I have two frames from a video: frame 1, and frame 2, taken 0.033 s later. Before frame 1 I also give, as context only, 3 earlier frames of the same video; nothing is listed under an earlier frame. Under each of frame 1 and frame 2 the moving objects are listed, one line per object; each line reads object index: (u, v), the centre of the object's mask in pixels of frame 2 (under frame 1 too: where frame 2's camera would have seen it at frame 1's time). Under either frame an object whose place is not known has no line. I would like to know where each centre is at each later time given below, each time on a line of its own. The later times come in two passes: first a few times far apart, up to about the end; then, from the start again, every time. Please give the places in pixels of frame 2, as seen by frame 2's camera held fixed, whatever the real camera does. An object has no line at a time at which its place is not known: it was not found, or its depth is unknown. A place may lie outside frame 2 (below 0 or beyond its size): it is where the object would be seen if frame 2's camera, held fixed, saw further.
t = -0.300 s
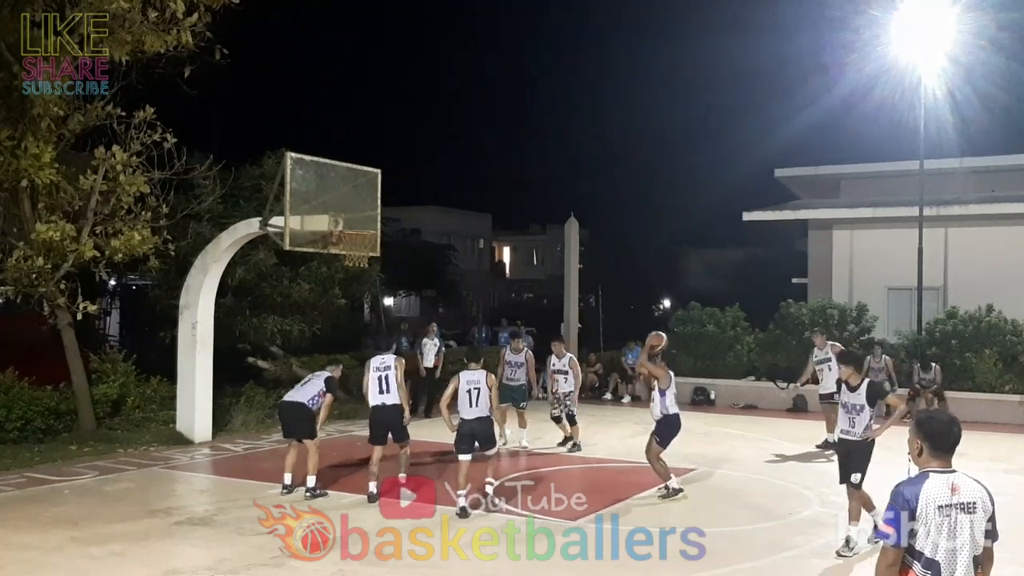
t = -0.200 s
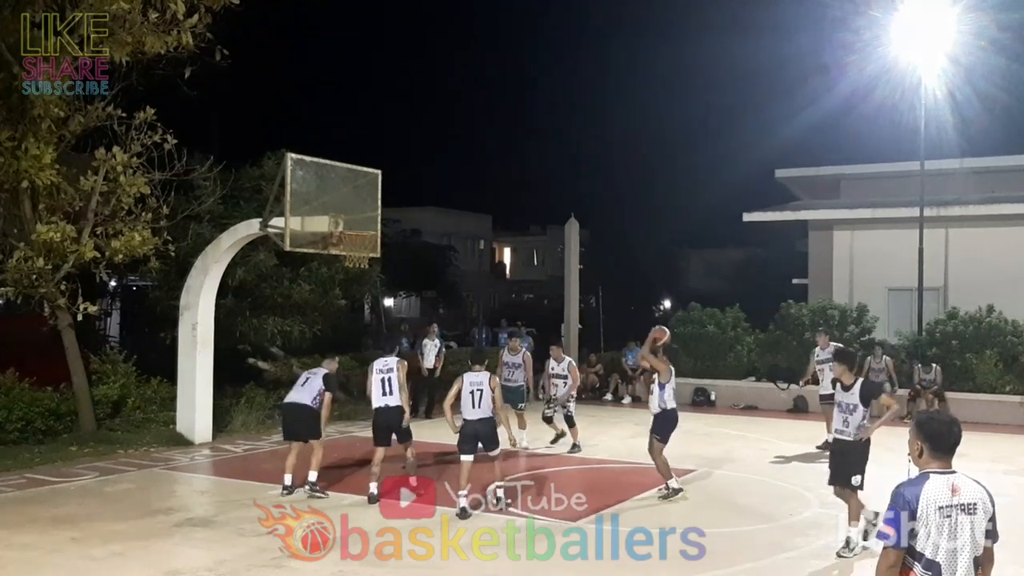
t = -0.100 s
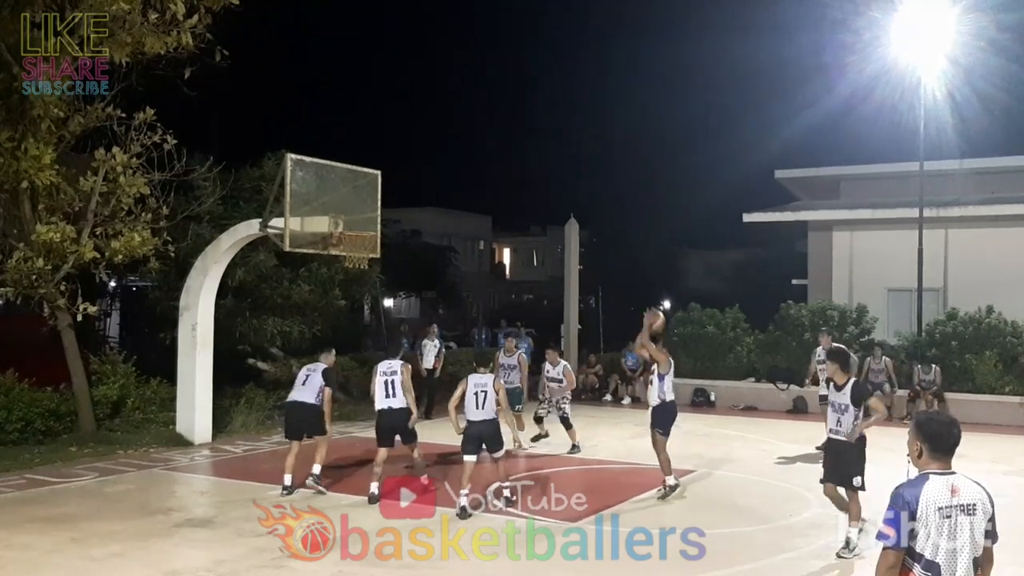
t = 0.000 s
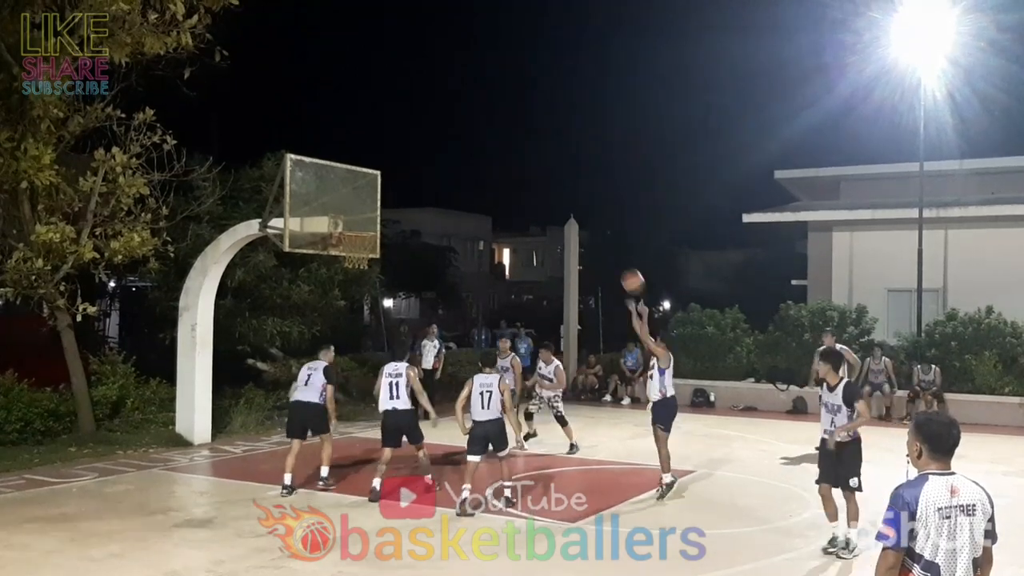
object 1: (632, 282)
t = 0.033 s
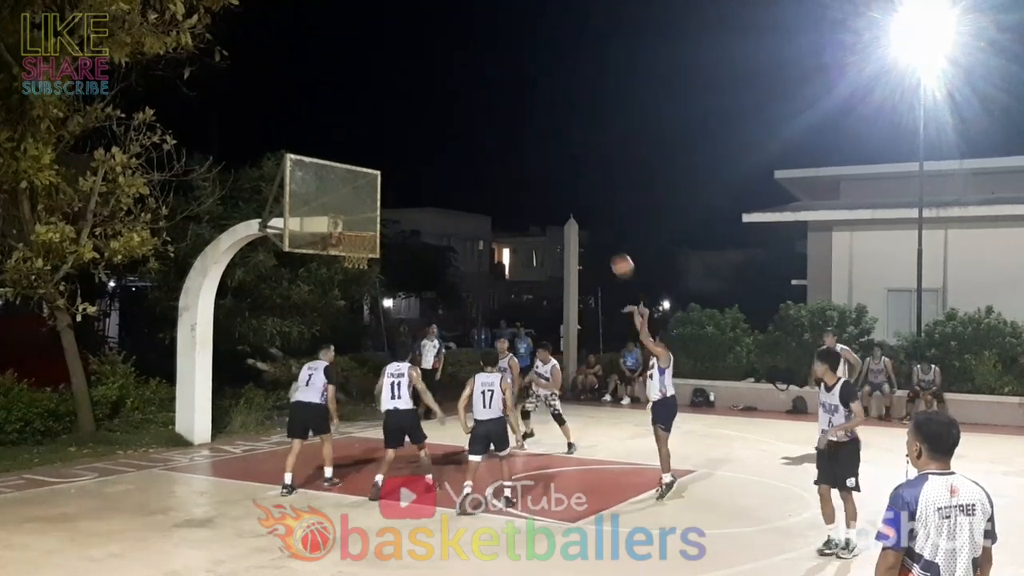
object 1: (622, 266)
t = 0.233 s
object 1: (564, 196)
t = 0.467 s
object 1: (501, 161)
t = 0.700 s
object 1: (442, 169)
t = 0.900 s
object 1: (396, 208)
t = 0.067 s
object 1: (612, 252)
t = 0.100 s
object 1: (603, 238)
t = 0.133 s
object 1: (593, 225)
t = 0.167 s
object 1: (583, 215)
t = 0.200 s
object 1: (573, 205)
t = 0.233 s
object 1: (564, 196)
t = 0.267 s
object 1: (554, 188)
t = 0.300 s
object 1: (545, 181)
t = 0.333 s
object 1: (536, 176)
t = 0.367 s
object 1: (527, 170)
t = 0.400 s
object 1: (518, 167)
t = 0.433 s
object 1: (509, 163)
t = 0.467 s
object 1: (501, 161)
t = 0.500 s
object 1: (492, 160)
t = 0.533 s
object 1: (483, 159)
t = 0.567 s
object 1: (475, 160)
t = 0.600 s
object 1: (467, 161)
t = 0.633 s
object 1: (459, 163)
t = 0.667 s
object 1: (451, 165)
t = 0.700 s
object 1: (442, 169)
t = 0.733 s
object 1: (434, 174)
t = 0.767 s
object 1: (426, 179)
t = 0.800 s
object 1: (419, 185)
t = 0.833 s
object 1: (411, 192)
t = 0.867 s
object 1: (404, 199)
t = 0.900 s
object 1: (396, 208)
